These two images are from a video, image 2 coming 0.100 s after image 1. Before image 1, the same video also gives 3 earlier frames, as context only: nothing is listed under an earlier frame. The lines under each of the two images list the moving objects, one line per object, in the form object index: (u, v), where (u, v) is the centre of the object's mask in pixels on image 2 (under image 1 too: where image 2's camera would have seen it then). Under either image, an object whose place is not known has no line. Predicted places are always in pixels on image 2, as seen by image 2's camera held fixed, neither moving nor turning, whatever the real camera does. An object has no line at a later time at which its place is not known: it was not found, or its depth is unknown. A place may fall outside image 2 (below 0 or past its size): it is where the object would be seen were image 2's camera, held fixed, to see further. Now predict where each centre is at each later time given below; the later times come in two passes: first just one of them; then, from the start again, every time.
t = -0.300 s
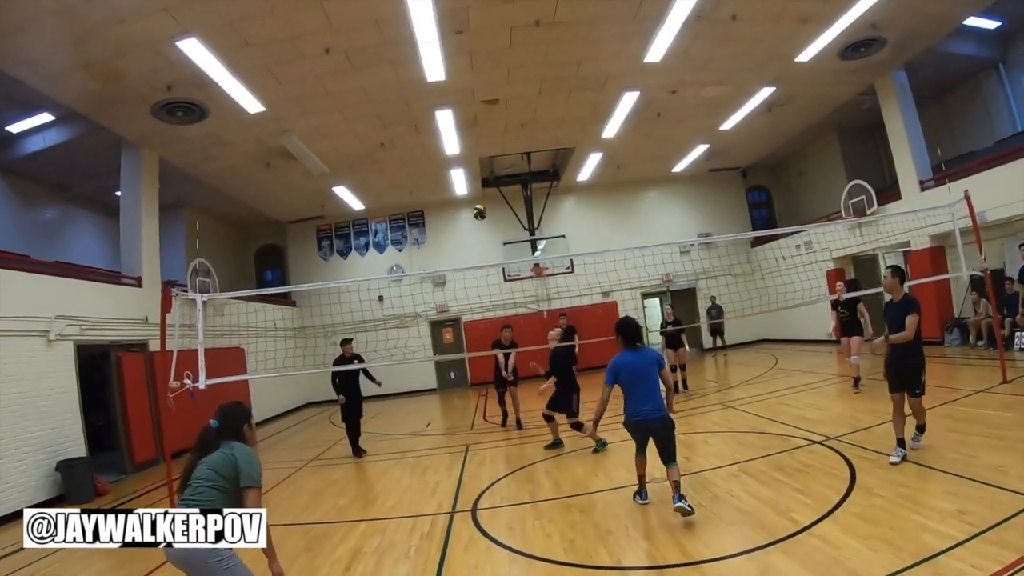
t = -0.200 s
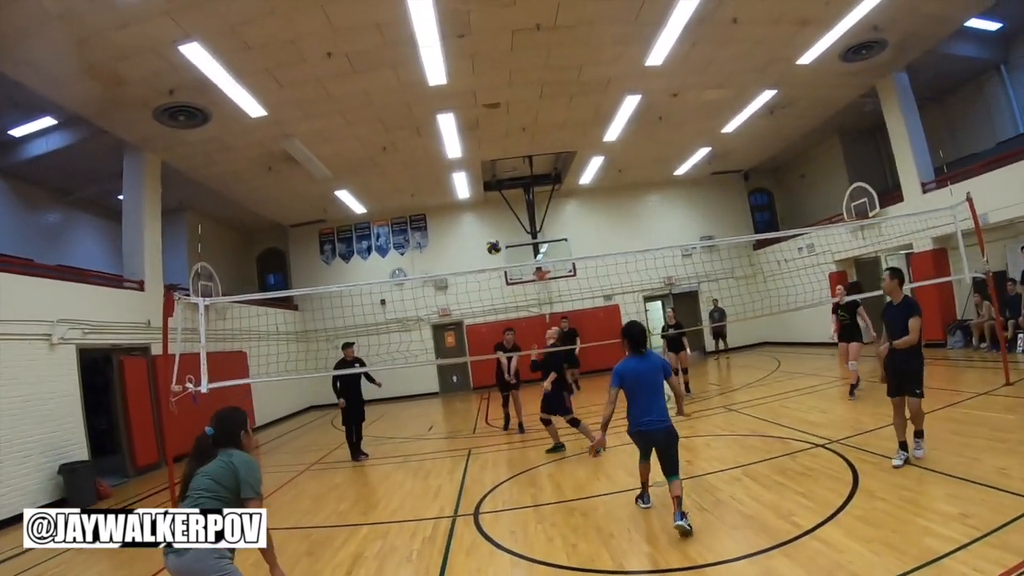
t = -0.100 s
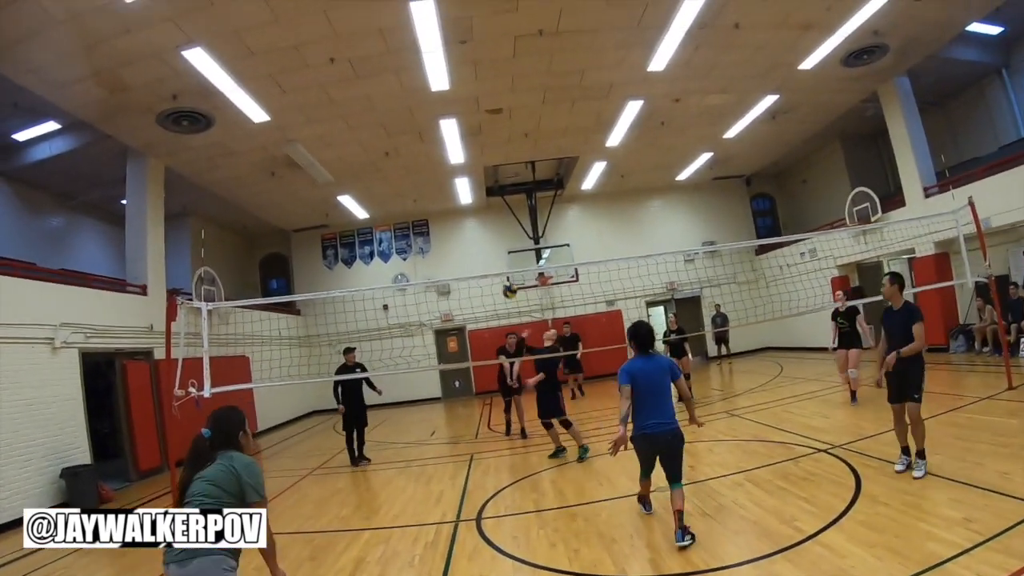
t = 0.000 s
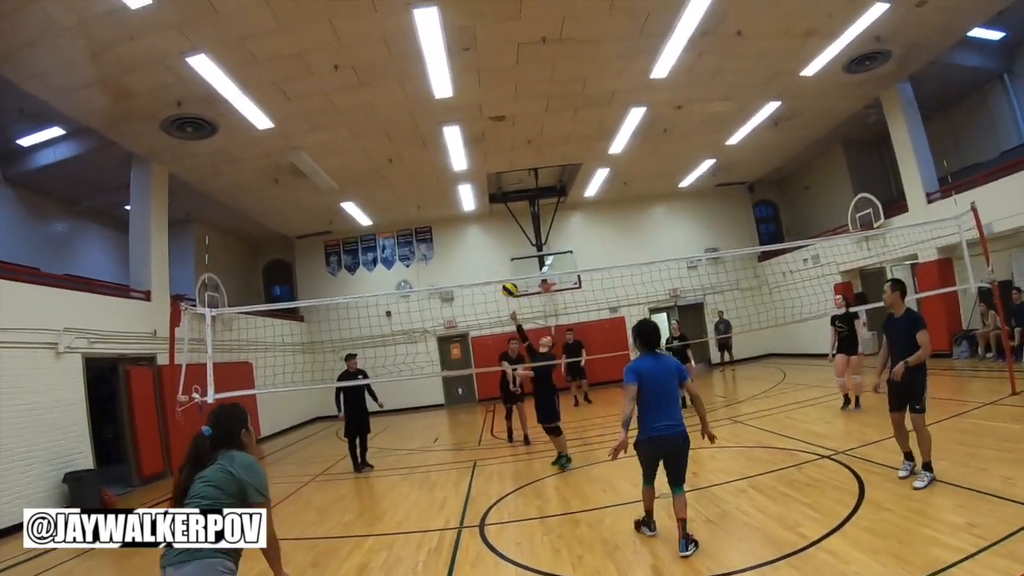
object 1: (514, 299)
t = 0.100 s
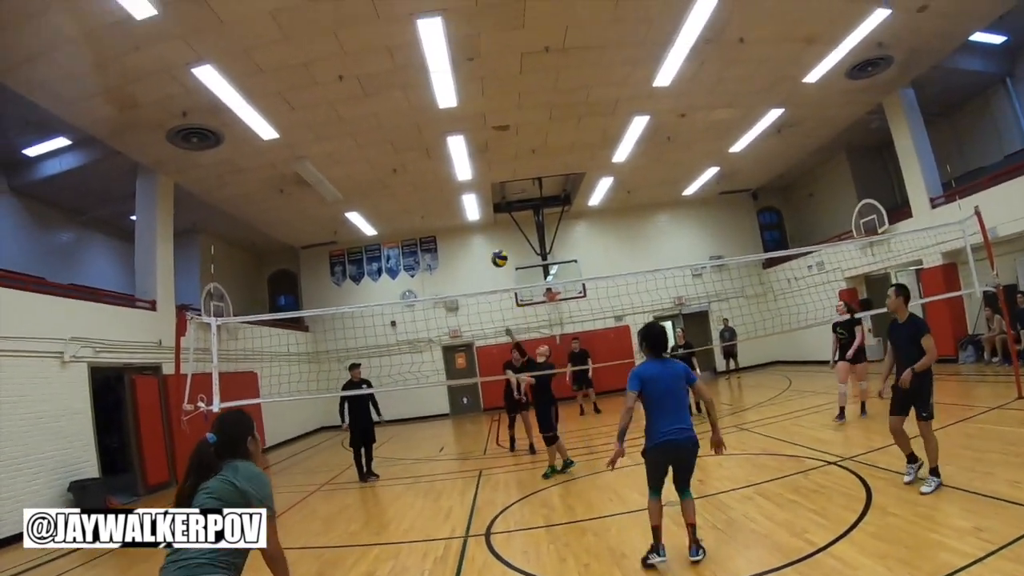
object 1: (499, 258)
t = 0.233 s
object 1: (480, 209)
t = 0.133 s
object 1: (494, 246)
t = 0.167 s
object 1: (489, 233)
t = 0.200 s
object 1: (485, 221)
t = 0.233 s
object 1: (480, 209)
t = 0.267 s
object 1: (476, 196)
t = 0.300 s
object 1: (471, 186)
